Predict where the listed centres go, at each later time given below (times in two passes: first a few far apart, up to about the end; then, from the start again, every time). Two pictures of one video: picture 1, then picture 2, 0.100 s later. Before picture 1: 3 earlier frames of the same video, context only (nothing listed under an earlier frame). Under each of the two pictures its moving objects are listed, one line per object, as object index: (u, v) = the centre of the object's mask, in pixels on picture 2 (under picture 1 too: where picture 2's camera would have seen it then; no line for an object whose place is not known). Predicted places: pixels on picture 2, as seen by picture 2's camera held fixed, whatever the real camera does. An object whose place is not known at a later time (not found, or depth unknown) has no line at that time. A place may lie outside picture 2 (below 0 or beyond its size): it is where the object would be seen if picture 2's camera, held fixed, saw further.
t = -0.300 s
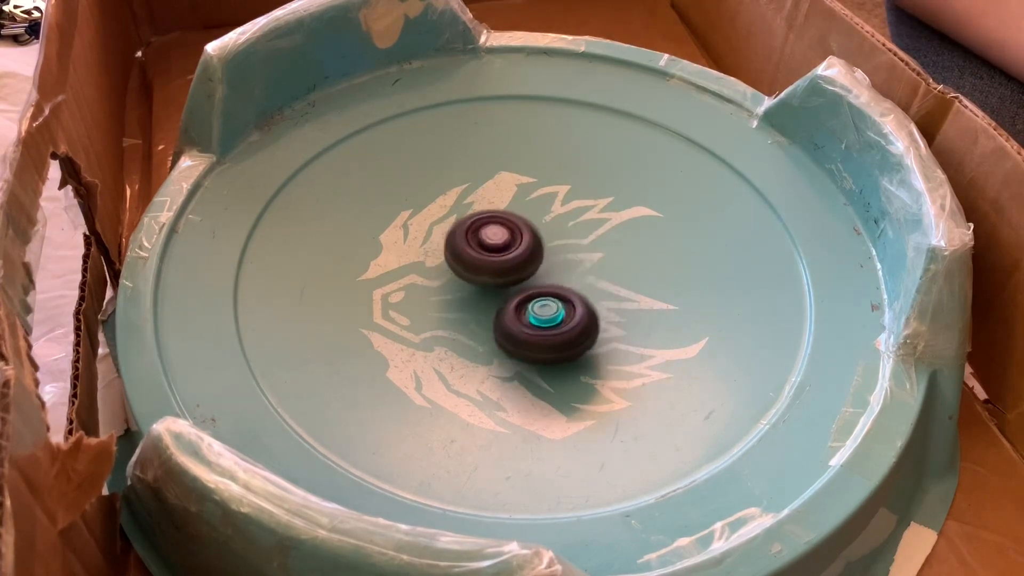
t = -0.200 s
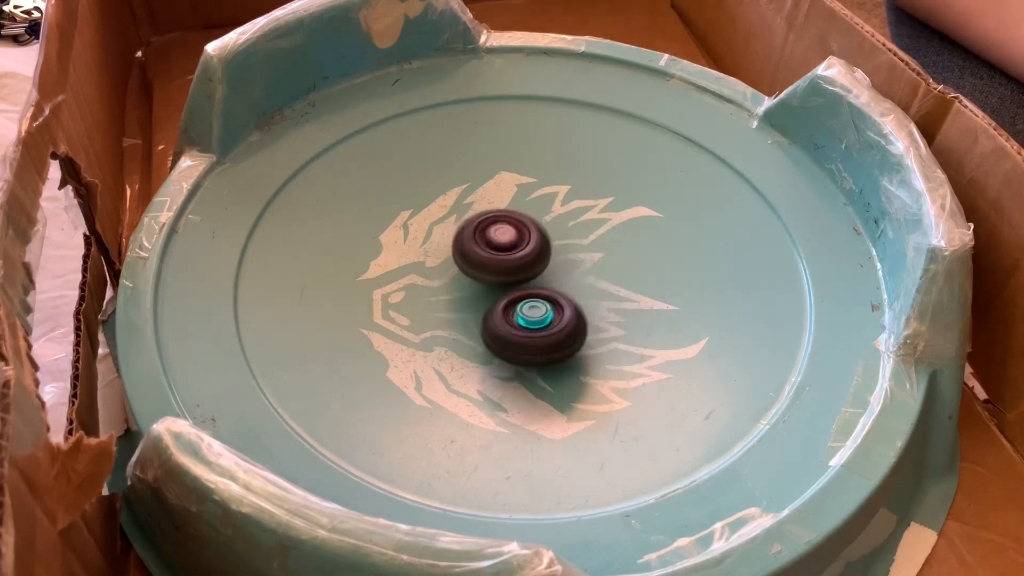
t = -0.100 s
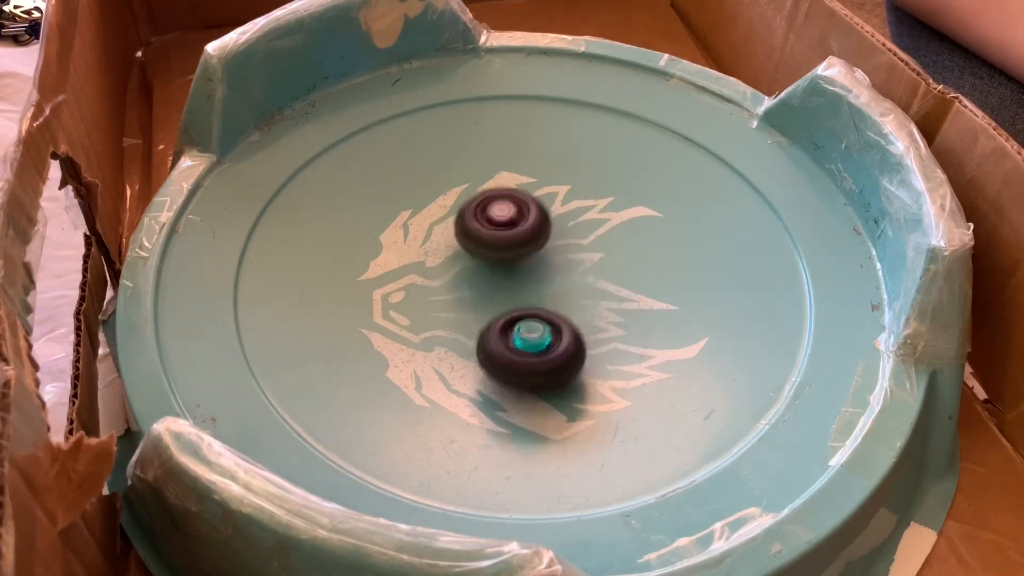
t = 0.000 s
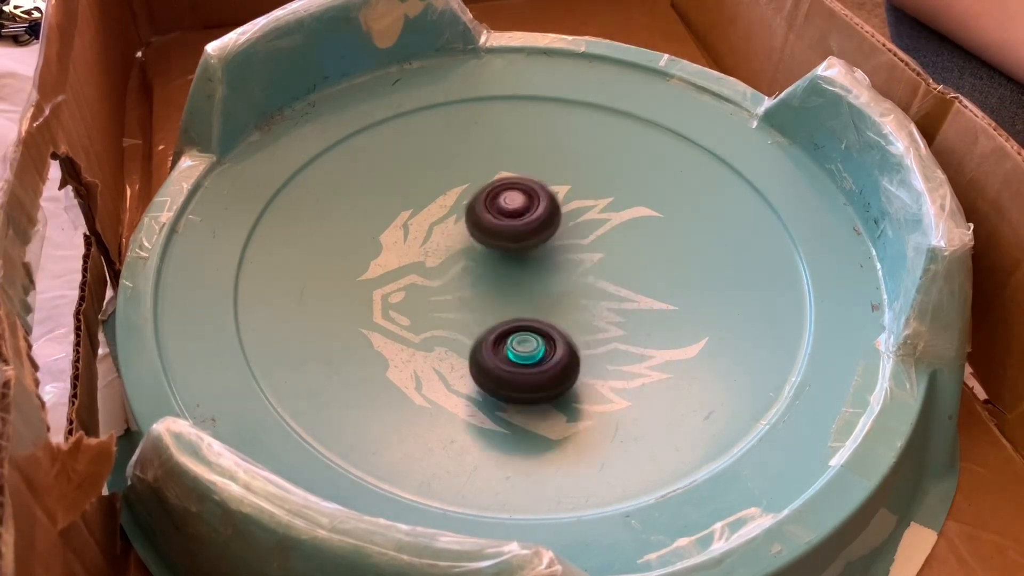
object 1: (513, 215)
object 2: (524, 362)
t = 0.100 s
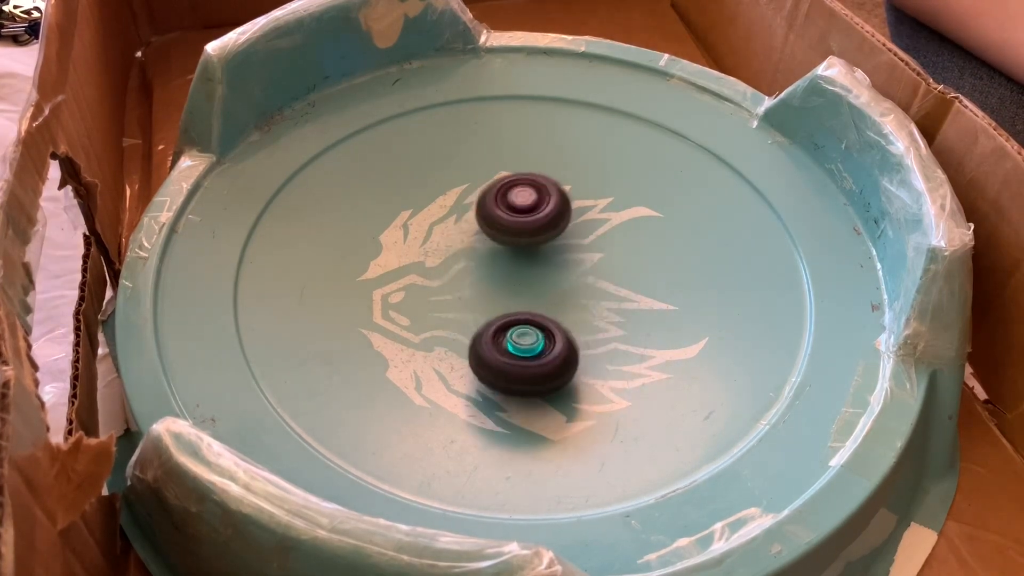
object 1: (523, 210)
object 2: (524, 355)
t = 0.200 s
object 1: (531, 208)
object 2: (521, 344)
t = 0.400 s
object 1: (542, 209)
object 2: (513, 319)
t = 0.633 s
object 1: (556, 217)
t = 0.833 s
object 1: (578, 223)
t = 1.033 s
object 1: (591, 238)
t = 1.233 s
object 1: (597, 259)
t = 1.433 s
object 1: (592, 282)
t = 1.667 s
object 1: (575, 304)
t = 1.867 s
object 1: (556, 315)
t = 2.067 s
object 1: (542, 318)
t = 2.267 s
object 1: (531, 317)
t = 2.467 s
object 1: (508, 319)
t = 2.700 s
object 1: (492, 315)
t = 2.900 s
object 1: (471, 309)
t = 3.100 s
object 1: (462, 297)
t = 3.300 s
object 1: (451, 283)
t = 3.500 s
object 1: (440, 265)
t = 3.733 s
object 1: (420, 233)
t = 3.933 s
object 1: (422, 204)
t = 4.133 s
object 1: (437, 198)
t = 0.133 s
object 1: (526, 210)
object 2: (523, 351)
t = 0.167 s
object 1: (528, 209)
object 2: (522, 348)
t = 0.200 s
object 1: (531, 208)
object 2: (521, 344)
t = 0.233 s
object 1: (532, 208)
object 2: (520, 340)
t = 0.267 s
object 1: (535, 208)
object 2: (519, 336)
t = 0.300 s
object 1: (537, 208)
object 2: (517, 332)
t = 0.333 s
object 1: (539, 208)
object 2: (516, 328)
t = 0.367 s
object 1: (541, 209)
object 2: (514, 323)
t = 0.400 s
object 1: (542, 209)
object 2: (513, 319)
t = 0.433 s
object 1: (544, 210)
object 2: (511, 315)
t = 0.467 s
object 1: (546, 211)
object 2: (510, 310)
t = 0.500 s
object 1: (548, 211)
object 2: (509, 306)
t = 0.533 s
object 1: (550, 212)
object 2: (507, 302)
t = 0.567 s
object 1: (552, 214)
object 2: (505, 297)
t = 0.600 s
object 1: (554, 215)
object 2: (503, 293)
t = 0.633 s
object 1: (556, 217)
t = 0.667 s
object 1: (559, 219)
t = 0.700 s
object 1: (566, 216)
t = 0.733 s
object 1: (569, 217)
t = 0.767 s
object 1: (572, 219)
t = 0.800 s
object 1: (575, 221)
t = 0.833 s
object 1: (578, 223)
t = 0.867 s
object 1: (581, 225)
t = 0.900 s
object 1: (584, 227)
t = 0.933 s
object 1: (586, 230)
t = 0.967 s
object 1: (588, 232)
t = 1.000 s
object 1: (590, 235)
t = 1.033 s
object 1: (591, 238)
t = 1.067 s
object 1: (593, 241)
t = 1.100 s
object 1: (594, 244)
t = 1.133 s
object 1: (595, 248)
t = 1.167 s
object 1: (596, 252)
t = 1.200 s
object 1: (597, 255)
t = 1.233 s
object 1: (597, 259)
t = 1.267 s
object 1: (597, 262)
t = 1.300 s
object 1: (596, 267)
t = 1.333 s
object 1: (596, 270)
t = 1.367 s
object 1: (595, 275)
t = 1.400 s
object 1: (594, 278)
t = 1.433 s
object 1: (592, 282)
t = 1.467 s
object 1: (590, 285)
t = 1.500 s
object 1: (588, 289)
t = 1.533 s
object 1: (586, 292)
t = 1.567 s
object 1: (583, 295)
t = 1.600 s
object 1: (580, 298)
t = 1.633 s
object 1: (578, 301)
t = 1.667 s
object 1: (575, 304)
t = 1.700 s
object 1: (572, 307)
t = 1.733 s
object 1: (568, 309)
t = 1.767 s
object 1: (565, 310)
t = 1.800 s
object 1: (562, 312)
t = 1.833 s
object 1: (559, 314)
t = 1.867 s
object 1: (556, 315)
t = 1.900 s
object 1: (553, 316)
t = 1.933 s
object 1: (550, 317)
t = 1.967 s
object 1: (548, 317)
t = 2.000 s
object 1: (546, 317)
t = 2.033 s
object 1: (544, 318)
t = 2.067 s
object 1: (542, 318)
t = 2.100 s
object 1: (540, 318)
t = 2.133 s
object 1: (538, 318)
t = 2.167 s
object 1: (536, 317)
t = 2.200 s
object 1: (535, 317)
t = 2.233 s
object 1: (533, 317)
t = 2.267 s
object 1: (531, 317)
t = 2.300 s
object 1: (528, 317)
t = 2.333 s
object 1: (527, 317)
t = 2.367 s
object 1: (521, 318)
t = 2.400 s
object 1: (515, 320)
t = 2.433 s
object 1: (511, 320)
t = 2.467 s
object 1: (508, 319)
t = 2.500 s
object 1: (504, 319)
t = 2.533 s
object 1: (501, 318)
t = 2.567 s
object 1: (499, 318)
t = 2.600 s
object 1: (497, 318)
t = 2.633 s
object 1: (495, 317)
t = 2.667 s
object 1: (494, 316)
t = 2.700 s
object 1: (492, 315)
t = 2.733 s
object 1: (490, 314)
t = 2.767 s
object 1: (489, 313)
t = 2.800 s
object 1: (487, 312)
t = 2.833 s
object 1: (478, 312)
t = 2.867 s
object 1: (474, 311)
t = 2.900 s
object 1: (471, 309)
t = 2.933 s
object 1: (468, 307)
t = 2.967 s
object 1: (467, 304)
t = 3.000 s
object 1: (465, 303)
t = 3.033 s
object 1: (464, 301)
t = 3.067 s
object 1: (463, 299)
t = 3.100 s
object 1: (462, 297)
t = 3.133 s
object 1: (460, 295)
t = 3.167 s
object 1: (456, 292)
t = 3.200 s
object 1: (454, 290)
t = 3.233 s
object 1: (453, 287)
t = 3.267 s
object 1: (452, 285)
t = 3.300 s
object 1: (451, 283)
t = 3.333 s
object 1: (446, 280)
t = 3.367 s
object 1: (444, 276)
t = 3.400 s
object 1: (442, 273)
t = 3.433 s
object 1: (441, 270)
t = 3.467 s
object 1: (440, 268)
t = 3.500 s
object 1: (440, 265)
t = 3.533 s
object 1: (440, 263)
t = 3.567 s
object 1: (441, 261)
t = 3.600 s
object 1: (442, 259)
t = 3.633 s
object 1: (441, 256)
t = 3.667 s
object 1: (442, 253)
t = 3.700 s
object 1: (438, 247)
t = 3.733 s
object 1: (420, 233)
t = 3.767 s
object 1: (414, 223)
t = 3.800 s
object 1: (414, 218)
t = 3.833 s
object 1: (416, 213)
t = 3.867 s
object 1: (417, 209)
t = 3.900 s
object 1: (419, 206)
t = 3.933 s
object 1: (422, 204)
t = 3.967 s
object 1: (424, 202)
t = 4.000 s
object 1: (427, 201)
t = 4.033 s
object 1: (429, 199)
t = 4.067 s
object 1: (431, 199)
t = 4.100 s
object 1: (434, 198)
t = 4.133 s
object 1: (437, 198)
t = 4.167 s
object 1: (439, 197)
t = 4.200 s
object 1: (442, 197)
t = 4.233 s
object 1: (446, 197)
